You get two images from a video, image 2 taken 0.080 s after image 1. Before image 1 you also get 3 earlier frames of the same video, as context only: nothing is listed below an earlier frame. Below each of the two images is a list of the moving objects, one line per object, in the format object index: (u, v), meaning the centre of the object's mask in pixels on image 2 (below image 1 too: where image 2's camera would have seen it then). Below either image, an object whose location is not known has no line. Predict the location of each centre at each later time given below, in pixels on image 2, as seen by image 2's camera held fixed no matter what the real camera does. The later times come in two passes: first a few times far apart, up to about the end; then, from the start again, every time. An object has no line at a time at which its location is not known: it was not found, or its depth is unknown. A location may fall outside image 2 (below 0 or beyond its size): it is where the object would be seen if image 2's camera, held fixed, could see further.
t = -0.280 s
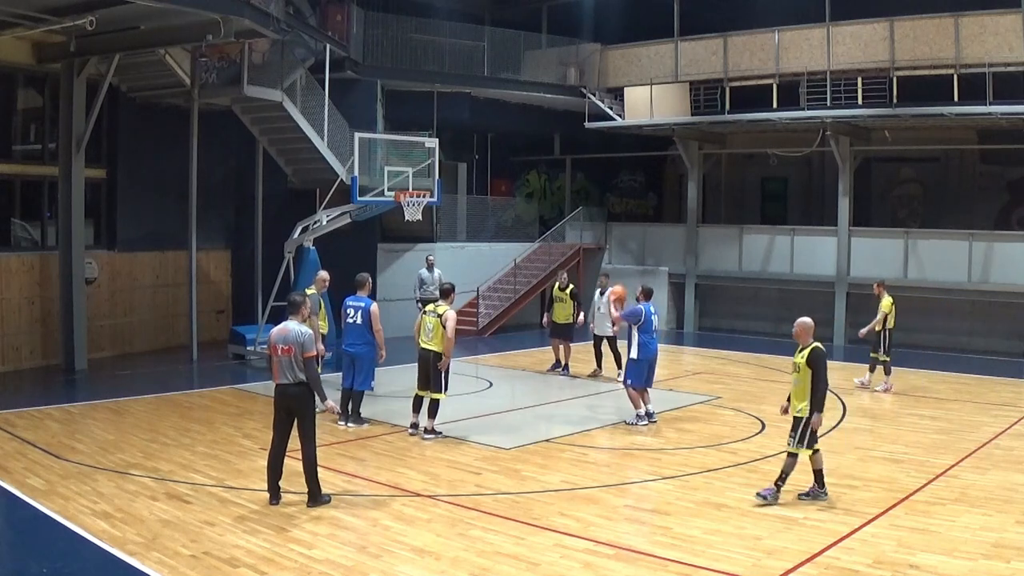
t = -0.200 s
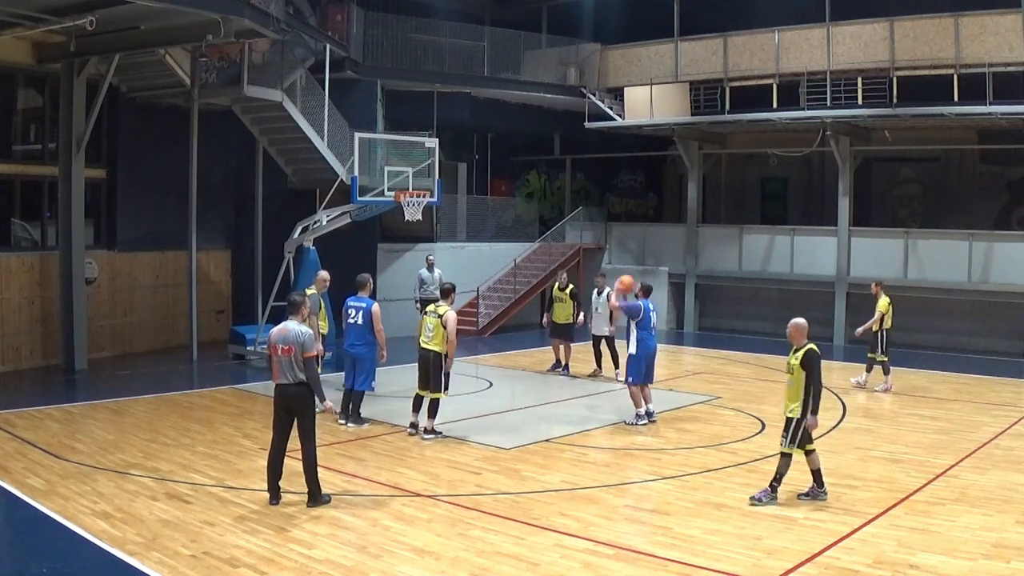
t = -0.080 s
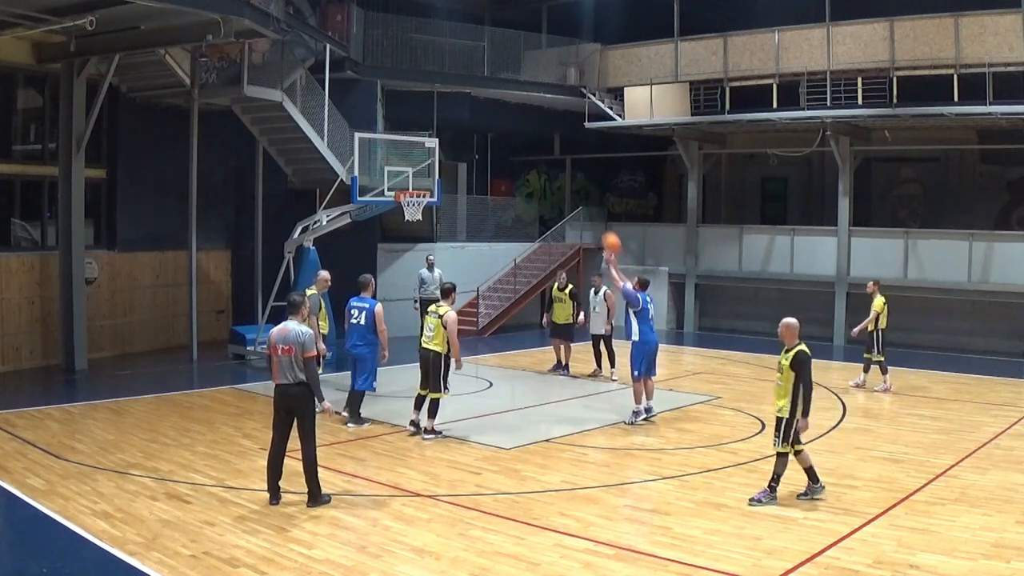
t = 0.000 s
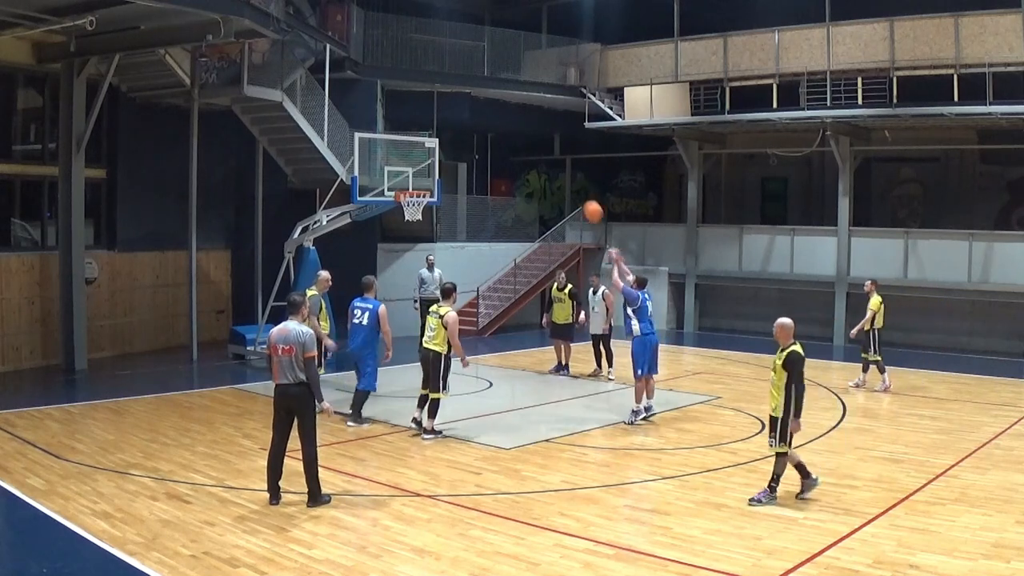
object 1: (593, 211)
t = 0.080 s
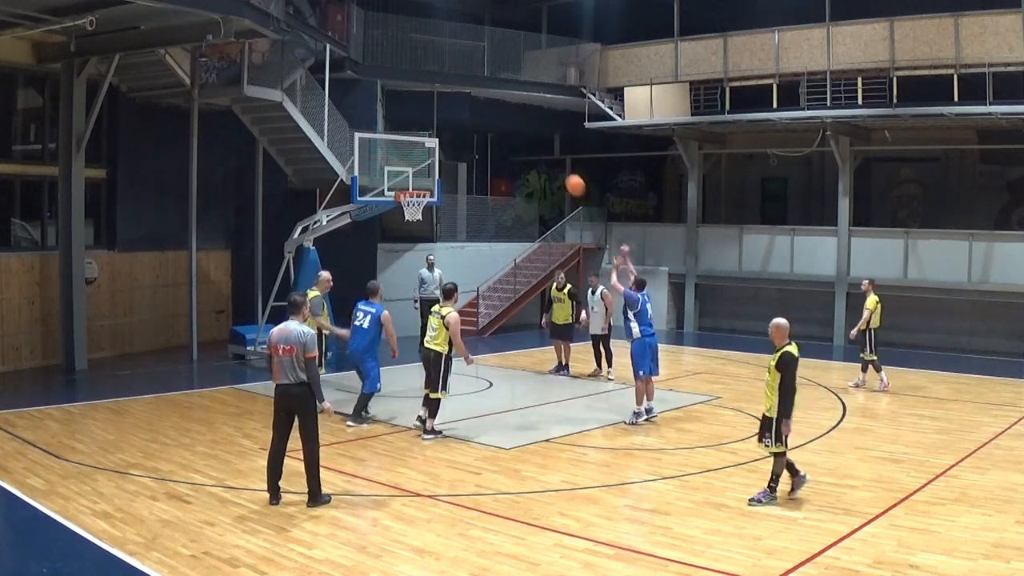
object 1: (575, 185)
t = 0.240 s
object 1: (541, 148)
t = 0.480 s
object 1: (494, 129)
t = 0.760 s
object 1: (446, 153)
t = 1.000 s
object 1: (404, 198)
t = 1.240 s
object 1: (409, 203)
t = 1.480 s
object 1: (418, 212)
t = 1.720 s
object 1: (416, 236)
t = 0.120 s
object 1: (566, 173)
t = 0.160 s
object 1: (558, 164)
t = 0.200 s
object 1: (549, 155)
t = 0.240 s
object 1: (541, 148)
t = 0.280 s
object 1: (533, 142)
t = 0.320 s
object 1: (525, 137)
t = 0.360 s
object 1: (517, 133)
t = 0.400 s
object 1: (509, 131)
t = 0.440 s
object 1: (501, 129)
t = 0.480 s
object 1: (494, 129)
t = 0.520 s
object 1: (487, 130)
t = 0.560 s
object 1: (479, 131)
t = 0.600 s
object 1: (473, 133)
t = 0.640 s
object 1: (466, 137)
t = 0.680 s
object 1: (459, 142)
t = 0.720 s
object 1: (452, 147)
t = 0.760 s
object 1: (446, 153)
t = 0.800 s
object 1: (440, 160)
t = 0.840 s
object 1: (432, 170)
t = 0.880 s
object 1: (426, 177)
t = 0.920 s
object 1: (420, 184)
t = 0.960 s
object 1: (414, 190)
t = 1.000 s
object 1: (404, 198)
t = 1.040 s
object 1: (404, 206)
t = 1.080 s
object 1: (404, 206)
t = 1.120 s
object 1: (403, 204)
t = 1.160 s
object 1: (405, 203)
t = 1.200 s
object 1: (407, 203)
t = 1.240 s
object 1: (409, 203)
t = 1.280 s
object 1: (411, 204)
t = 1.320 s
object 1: (413, 206)
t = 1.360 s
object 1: (415, 206)
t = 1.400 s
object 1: (415, 208)
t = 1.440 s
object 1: (417, 211)
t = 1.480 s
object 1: (418, 212)
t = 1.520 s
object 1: (418, 215)
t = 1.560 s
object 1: (418, 220)
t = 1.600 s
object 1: (417, 222)
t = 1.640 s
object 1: (416, 225)
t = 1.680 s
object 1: (416, 230)
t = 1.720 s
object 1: (416, 236)
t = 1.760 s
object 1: (416, 243)
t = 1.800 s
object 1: (415, 251)
